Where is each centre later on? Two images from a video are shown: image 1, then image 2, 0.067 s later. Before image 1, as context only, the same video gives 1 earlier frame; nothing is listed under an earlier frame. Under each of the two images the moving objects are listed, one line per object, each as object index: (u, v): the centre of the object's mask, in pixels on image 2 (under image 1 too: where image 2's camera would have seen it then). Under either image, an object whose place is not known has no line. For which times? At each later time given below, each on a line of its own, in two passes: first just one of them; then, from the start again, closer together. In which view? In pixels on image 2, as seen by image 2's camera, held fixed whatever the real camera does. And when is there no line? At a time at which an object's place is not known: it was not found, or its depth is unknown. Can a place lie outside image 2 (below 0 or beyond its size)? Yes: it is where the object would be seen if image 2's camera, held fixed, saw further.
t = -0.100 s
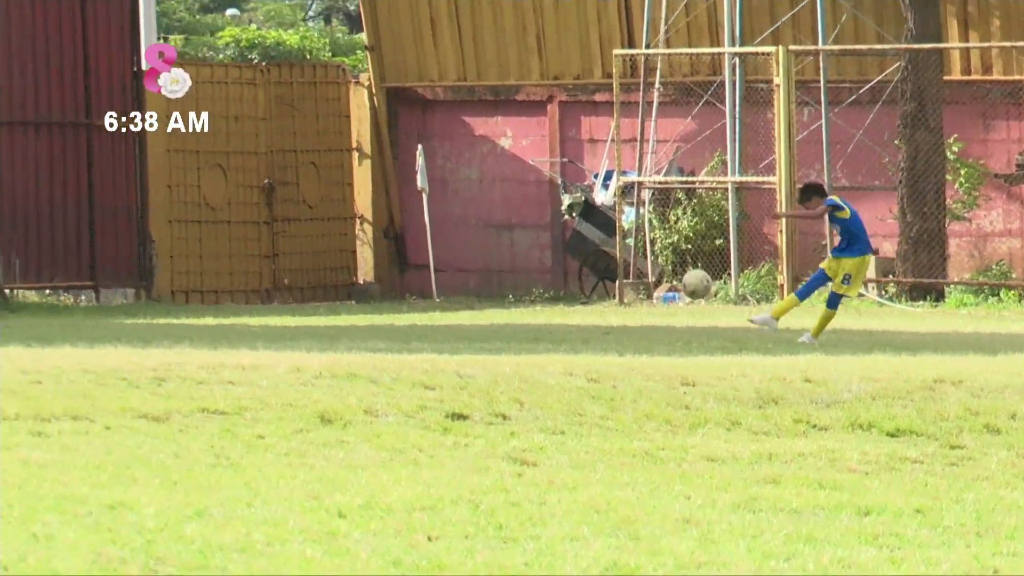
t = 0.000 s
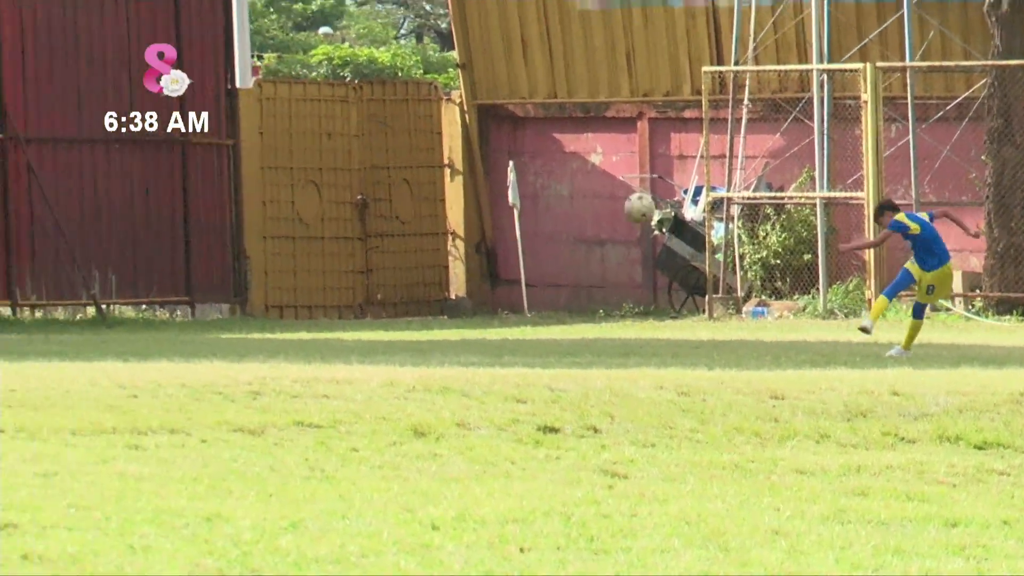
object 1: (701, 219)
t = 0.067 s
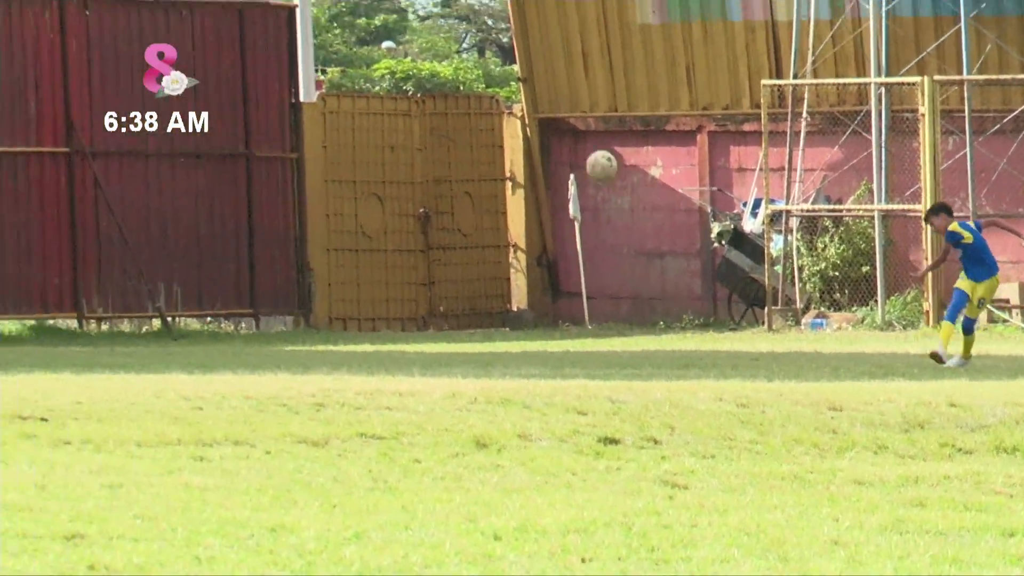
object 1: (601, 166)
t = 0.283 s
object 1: (274, 32)
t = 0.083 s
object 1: (577, 153)
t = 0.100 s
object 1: (552, 141)
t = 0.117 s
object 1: (527, 129)
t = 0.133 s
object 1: (502, 118)
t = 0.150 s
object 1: (477, 107)
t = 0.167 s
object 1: (452, 97)
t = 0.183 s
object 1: (426, 87)
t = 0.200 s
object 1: (401, 76)
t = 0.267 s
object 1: (300, 40)
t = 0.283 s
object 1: (274, 32)
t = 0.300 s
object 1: (249, 24)
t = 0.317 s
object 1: (224, 16)
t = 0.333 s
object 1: (198, 9)
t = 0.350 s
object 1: (173, 4)
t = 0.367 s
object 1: (148, -4)
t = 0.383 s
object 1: (122, -12)
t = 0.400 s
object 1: (96, -18)
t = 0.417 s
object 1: (72, -23)
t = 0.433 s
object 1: (46, -29)
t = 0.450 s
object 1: (20, -34)
